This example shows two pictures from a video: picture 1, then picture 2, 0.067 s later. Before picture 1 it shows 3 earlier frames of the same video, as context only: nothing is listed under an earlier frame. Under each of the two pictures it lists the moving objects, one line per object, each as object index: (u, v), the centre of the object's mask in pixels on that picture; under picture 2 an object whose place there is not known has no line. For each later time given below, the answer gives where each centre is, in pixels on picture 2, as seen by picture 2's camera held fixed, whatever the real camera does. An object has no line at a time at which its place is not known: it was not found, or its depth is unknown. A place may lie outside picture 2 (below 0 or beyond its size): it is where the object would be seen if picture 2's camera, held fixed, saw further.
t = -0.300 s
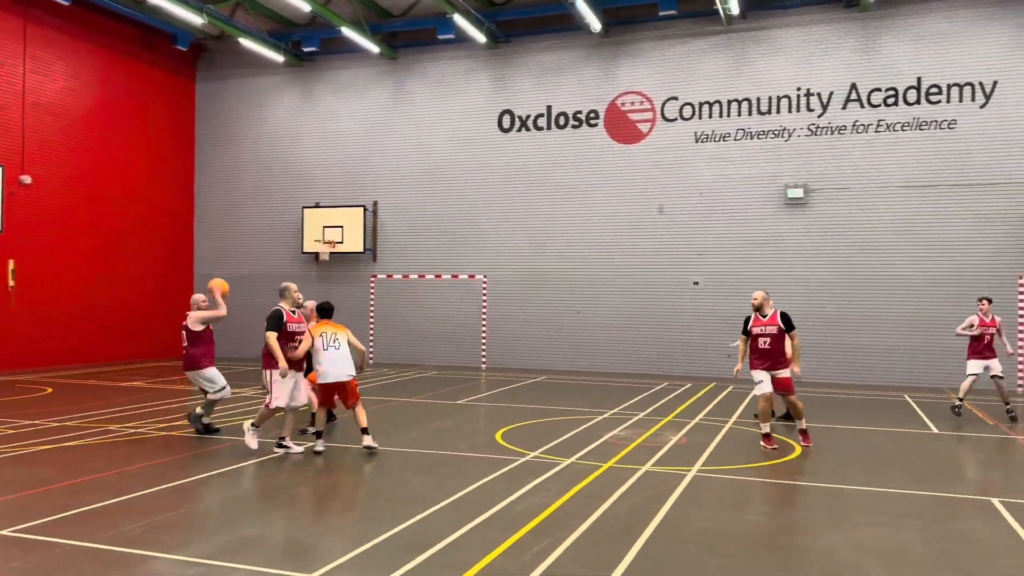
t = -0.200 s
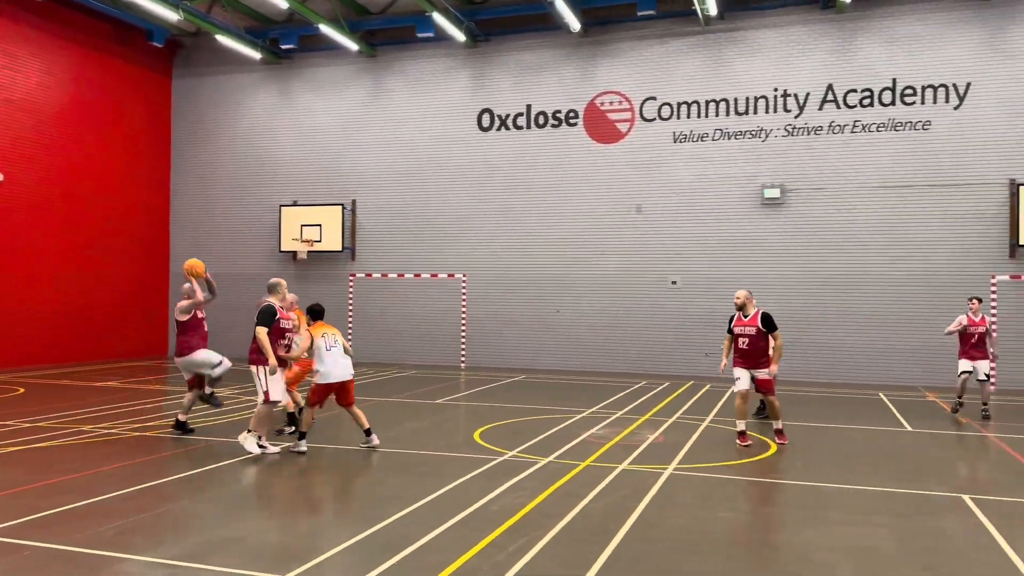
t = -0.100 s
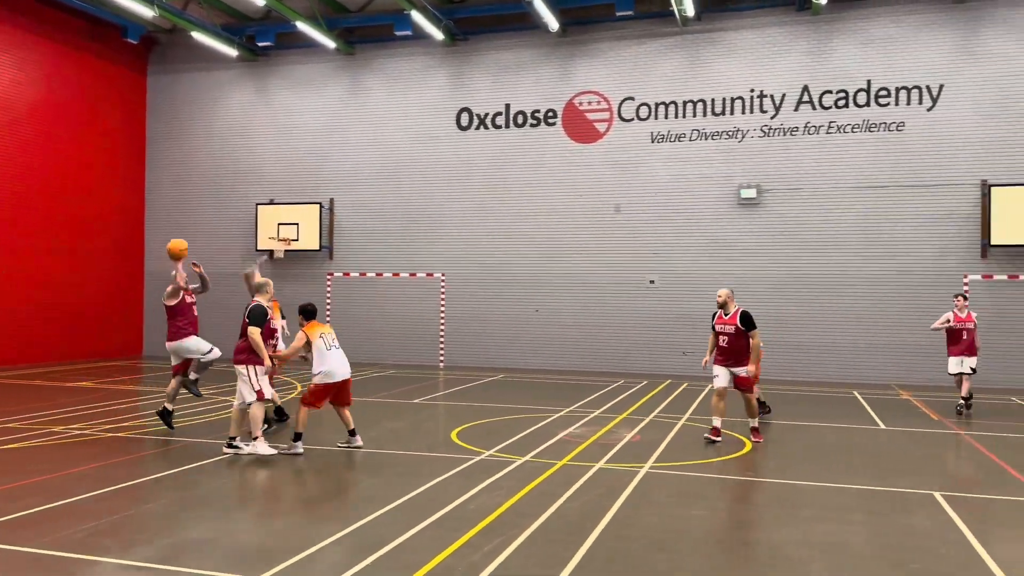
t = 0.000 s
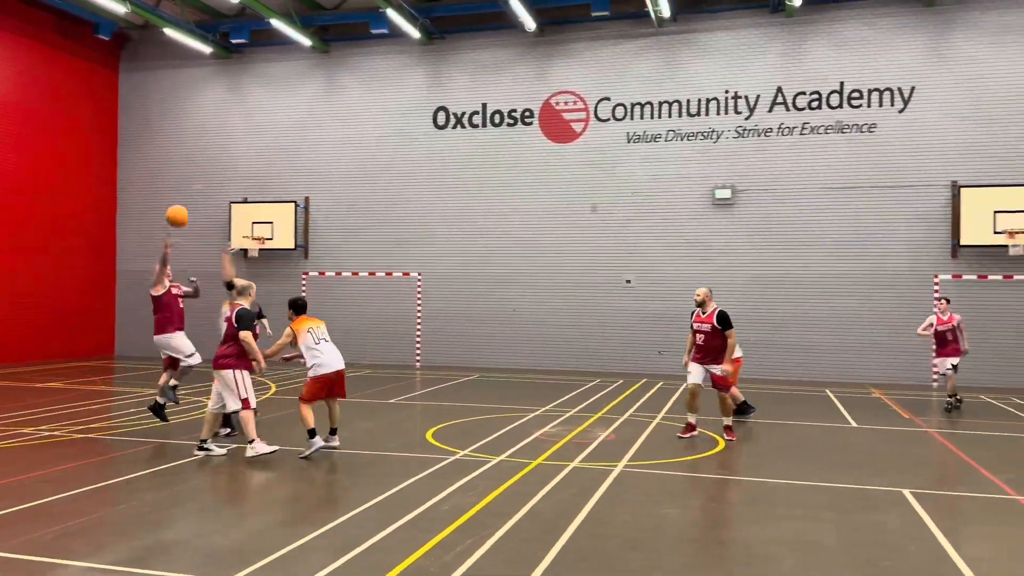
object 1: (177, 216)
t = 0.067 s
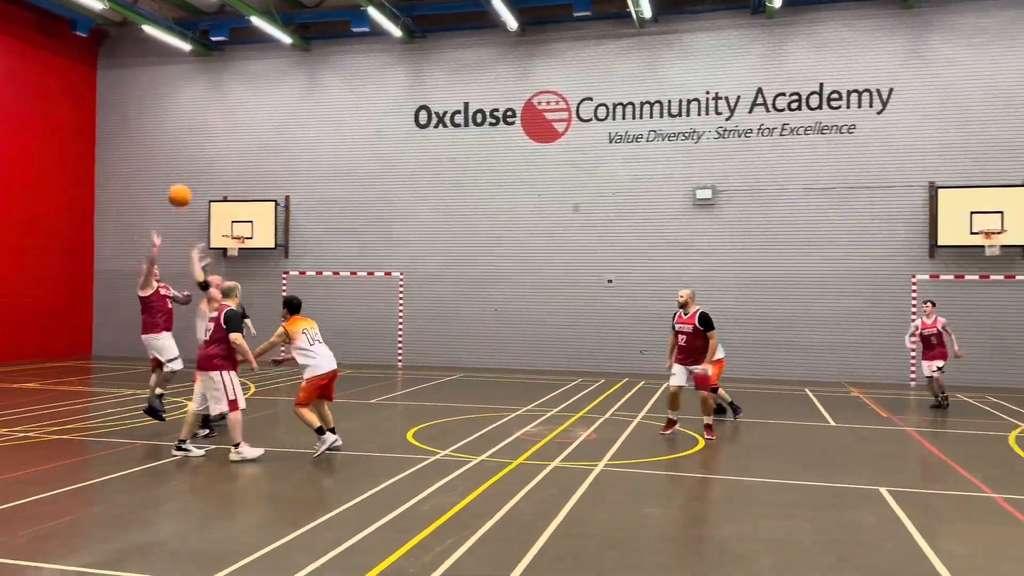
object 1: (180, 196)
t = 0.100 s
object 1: (192, 187)
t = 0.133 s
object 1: (206, 180)
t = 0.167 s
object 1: (219, 173)
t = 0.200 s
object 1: (233, 167)
